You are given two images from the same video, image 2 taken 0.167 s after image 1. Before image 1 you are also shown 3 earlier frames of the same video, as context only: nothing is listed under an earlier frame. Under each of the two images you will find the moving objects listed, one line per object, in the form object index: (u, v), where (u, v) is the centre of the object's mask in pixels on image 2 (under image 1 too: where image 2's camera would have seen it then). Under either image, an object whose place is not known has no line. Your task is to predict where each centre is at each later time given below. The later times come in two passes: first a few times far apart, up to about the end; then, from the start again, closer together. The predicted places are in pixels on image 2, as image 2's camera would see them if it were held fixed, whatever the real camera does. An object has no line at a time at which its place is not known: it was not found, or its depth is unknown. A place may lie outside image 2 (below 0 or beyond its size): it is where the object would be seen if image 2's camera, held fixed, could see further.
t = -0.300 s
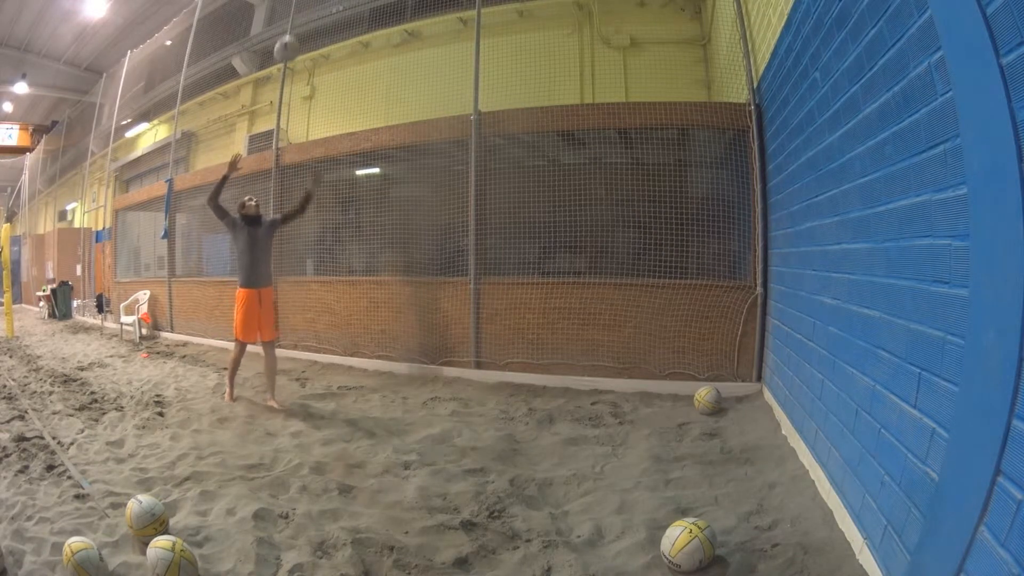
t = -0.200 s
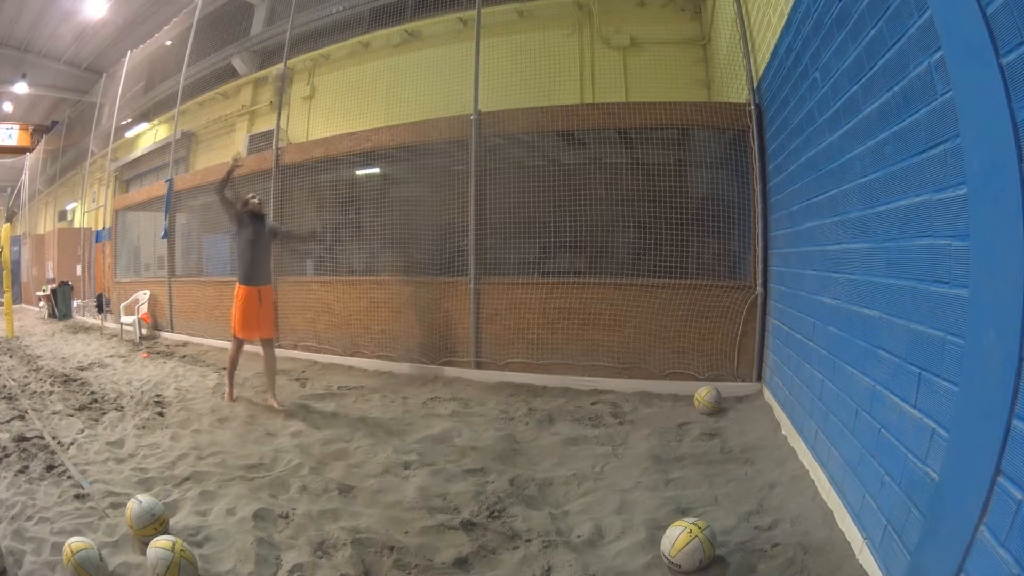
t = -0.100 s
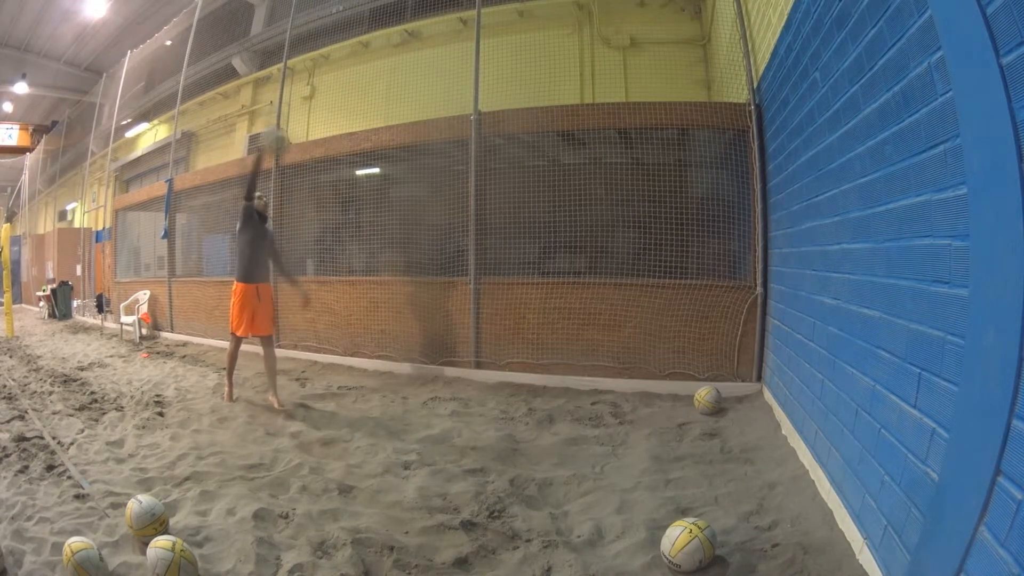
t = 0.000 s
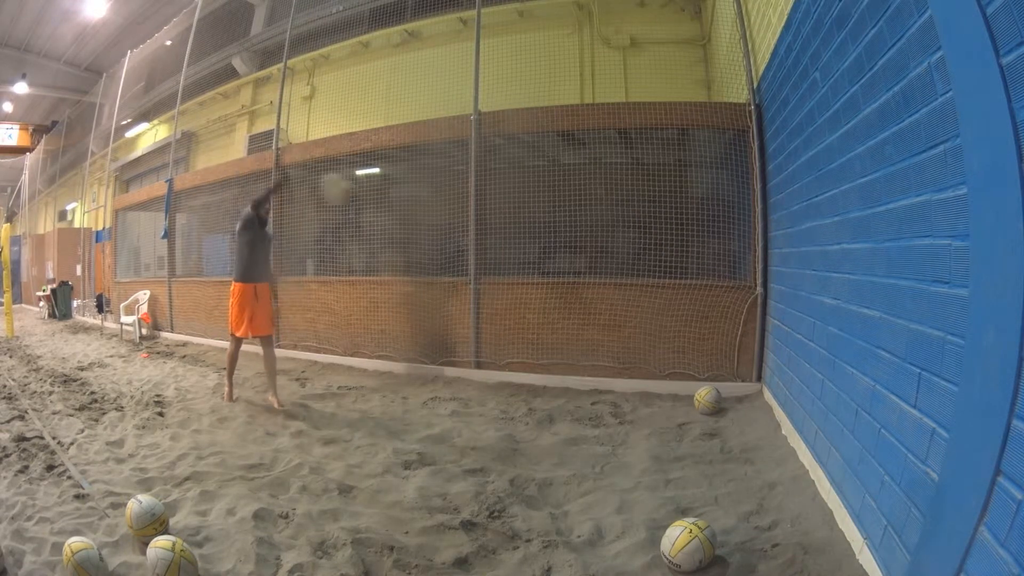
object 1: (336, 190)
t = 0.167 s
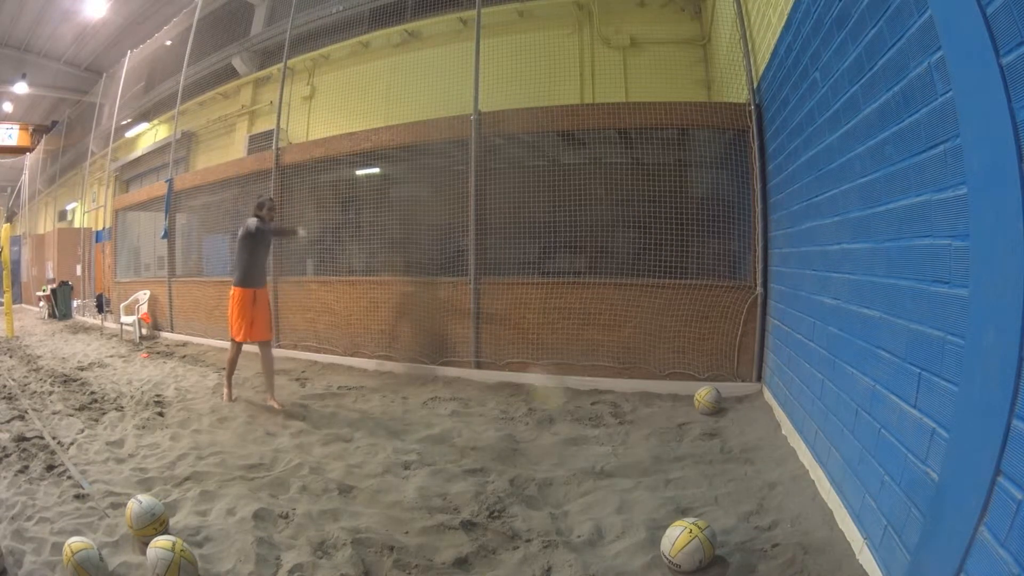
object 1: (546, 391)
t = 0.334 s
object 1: (716, 350)
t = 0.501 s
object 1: (792, 203)
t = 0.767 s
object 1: (609, 28)
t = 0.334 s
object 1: (716, 350)
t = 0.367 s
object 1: (754, 315)
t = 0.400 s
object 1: (789, 280)
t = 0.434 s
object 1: (815, 245)
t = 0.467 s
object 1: (815, 245)
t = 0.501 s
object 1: (792, 203)
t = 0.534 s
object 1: (768, 168)
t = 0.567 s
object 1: (742, 136)
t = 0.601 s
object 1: (722, 117)
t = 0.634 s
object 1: (713, 105)
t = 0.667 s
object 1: (687, 80)
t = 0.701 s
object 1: (656, 55)
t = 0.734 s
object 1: (626, 37)
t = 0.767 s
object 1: (609, 28)
